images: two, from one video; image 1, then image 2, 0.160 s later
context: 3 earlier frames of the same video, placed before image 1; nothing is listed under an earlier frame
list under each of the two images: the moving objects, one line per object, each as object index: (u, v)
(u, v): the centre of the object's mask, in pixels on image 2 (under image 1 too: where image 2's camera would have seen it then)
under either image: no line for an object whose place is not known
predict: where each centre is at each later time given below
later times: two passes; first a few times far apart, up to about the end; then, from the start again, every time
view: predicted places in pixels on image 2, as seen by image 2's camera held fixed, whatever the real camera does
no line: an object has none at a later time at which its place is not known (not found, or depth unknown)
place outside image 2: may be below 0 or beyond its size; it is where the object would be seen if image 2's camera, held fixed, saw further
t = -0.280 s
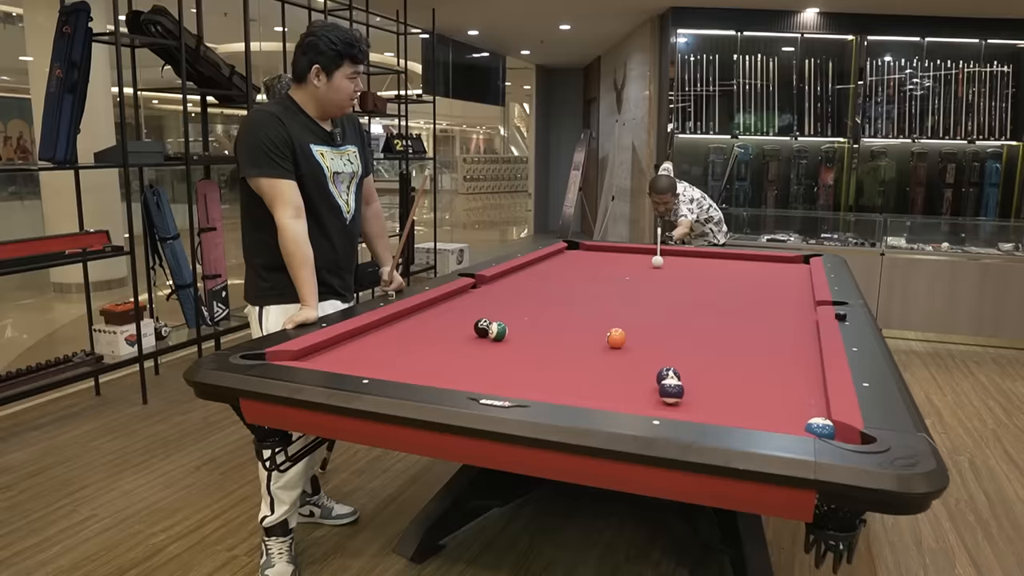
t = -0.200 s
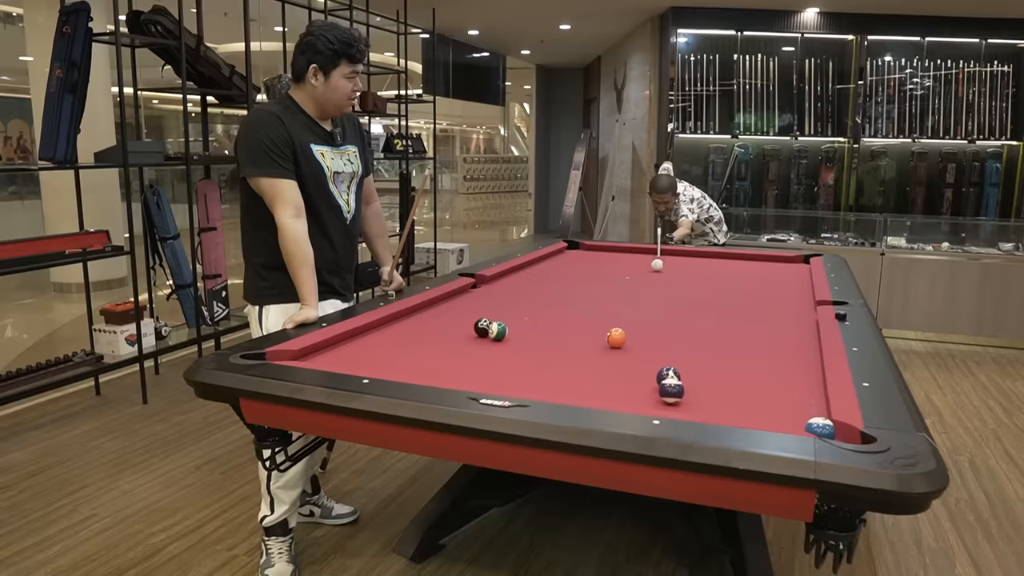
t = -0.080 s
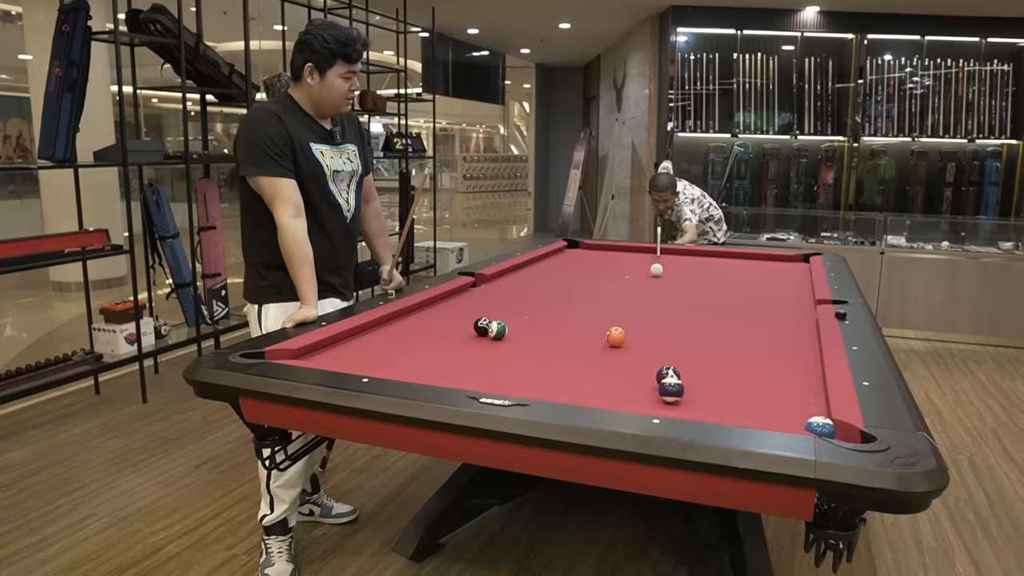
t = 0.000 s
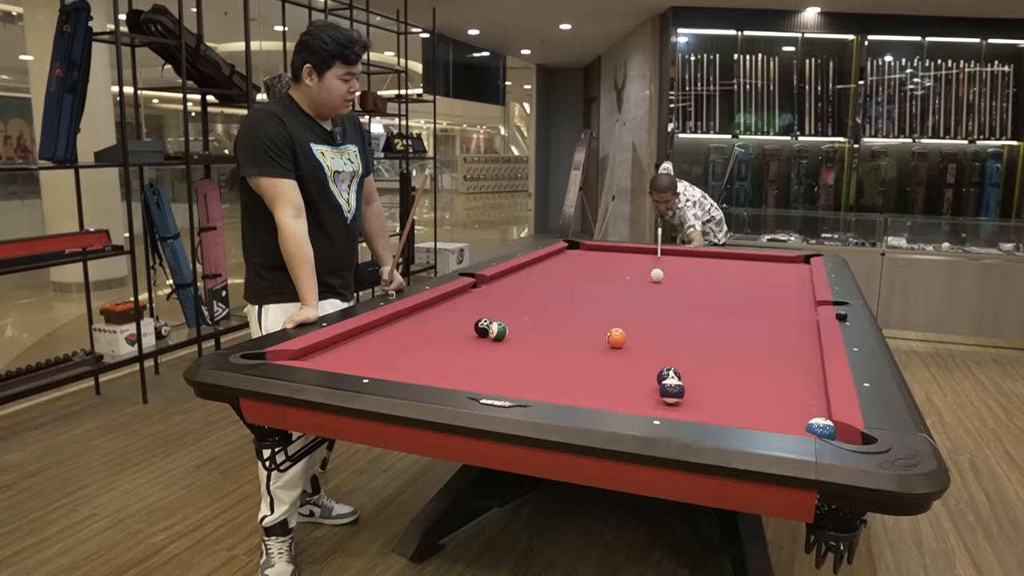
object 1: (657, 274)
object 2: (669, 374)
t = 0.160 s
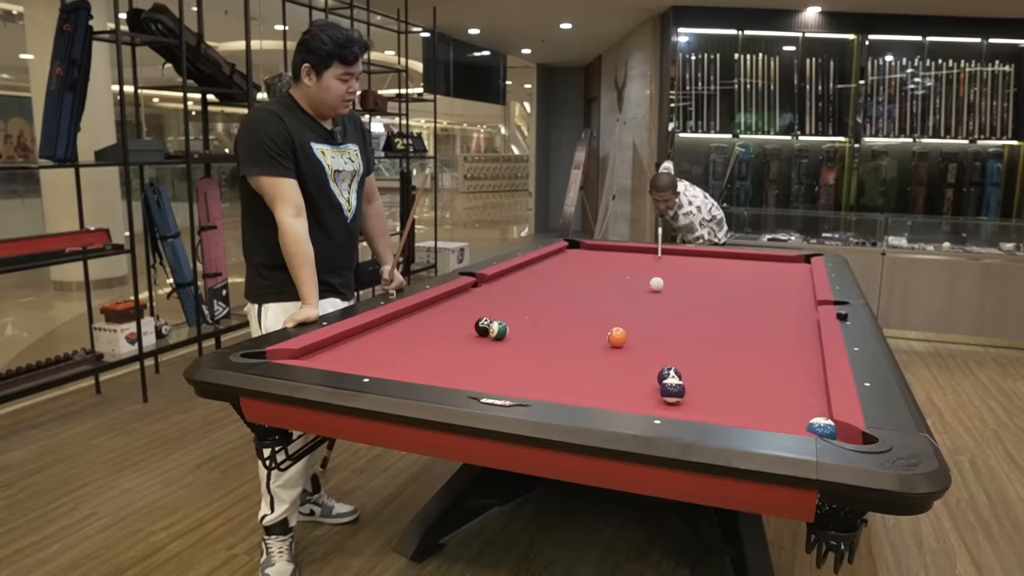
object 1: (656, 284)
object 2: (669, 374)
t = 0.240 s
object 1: (656, 289)
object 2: (669, 374)
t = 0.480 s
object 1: (655, 307)
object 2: (669, 374)
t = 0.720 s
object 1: (653, 331)
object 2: (669, 374)
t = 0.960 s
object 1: (650, 363)
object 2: (669, 374)
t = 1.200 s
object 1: (606, 390)
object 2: (709, 391)
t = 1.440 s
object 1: (588, 386)
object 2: (758, 406)
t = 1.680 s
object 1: (587, 367)
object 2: (805, 417)
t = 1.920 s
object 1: (586, 352)
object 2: (812, 420)
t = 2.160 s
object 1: (586, 340)
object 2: (800, 418)
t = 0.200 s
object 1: (656, 286)
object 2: (669, 374)
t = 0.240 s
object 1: (656, 289)
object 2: (669, 374)
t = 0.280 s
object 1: (656, 292)
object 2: (669, 374)
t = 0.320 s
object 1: (655, 295)
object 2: (669, 374)
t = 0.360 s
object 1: (655, 298)
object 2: (669, 374)
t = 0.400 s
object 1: (655, 301)
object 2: (669, 374)
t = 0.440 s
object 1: (655, 304)
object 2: (669, 374)
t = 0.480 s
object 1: (655, 307)
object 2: (669, 374)
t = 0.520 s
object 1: (654, 311)
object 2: (669, 374)
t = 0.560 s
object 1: (654, 315)
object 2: (669, 374)
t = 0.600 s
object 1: (654, 319)
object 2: (669, 374)
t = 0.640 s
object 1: (653, 323)
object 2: (669, 374)
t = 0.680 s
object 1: (653, 327)
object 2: (669, 374)
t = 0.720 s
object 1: (653, 331)
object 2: (669, 374)
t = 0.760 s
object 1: (653, 336)
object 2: (669, 374)
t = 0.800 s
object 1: (652, 341)
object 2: (669, 374)
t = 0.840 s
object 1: (652, 346)
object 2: (669, 374)
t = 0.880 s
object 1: (652, 351)
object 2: (669, 374)
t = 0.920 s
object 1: (651, 357)
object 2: (669, 374)
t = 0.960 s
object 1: (650, 363)
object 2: (669, 374)
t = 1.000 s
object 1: (649, 369)
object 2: (669, 374)
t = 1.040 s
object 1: (643, 374)
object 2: (678, 374)
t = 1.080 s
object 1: (633, 378)
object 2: (688, 382)
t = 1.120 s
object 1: (624, 383)
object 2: (694, 386)
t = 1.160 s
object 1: (615, 387)
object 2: (701, 388)
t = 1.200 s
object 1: (606, 390)
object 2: (709, 391)
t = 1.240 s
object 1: (597, 393)
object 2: (717, 394)
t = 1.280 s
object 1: (589, 395)
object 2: (726, 396)
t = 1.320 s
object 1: (588, 393)
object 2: (733, 398)
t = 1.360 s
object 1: (588, 391)
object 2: (741, 401)
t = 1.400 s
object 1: (588, 388)
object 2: (749, 404)
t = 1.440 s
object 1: (588, 386)
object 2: (758, 406)
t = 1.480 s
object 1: (587, 382)
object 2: (766, 409)
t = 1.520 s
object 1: (587, 379)
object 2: (774, 411)
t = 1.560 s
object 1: (587, 376)
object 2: (783, 413)
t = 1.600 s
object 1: (587, 373)
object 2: (792, 415)
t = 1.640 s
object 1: (587, 370)
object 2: (799, 417)
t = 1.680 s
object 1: (587, 367)
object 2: (805, 417)
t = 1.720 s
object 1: (587, 365)
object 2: (810, 418)
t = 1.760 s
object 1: (587, 362)
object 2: (815, 418)
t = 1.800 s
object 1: (587, 359)
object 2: (818, 420)
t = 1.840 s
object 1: (587, 357)
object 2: (817, 421)
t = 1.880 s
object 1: (586, 355)
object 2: (815, 421)
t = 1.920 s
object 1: (586, 352)
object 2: (812, 420)
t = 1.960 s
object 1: (586, 350)
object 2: (810, 420)
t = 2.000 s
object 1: (586, 348)
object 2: (808, 420)
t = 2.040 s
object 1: (586, 346)
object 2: (806, 419)
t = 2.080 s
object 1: (586, 344)
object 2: (804, 419)
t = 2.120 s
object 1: (586, 342)
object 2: (802, 419)
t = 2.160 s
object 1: (586, 340)
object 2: (800, 418)
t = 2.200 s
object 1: (586, 338)
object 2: (799, 418)
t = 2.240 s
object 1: (586, 336)
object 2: (797, 418)
